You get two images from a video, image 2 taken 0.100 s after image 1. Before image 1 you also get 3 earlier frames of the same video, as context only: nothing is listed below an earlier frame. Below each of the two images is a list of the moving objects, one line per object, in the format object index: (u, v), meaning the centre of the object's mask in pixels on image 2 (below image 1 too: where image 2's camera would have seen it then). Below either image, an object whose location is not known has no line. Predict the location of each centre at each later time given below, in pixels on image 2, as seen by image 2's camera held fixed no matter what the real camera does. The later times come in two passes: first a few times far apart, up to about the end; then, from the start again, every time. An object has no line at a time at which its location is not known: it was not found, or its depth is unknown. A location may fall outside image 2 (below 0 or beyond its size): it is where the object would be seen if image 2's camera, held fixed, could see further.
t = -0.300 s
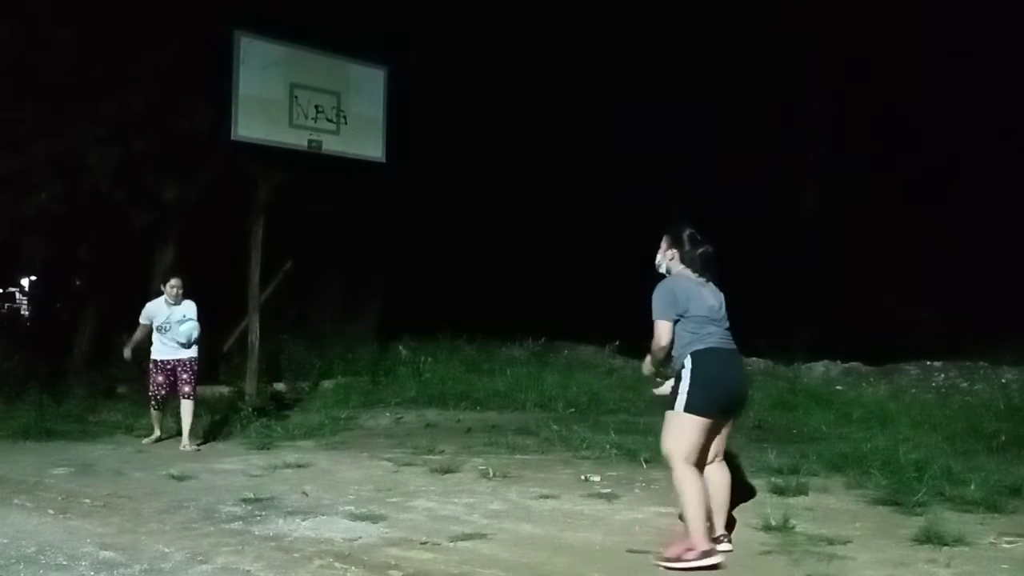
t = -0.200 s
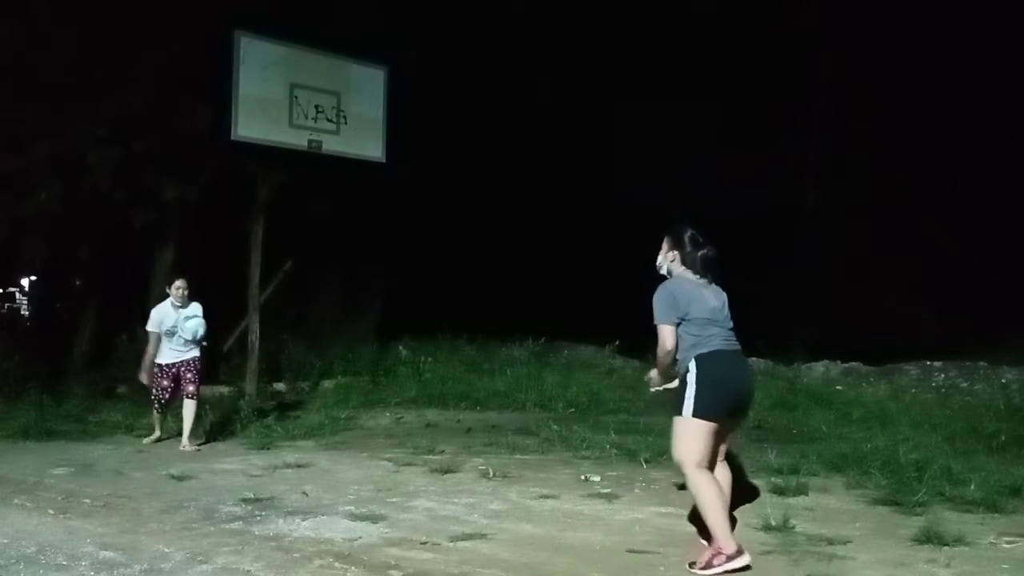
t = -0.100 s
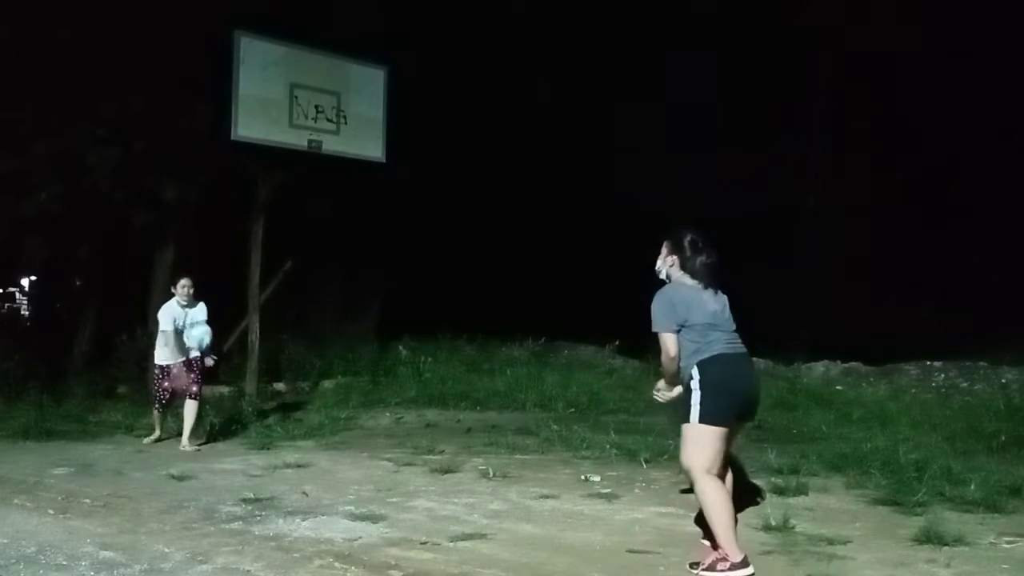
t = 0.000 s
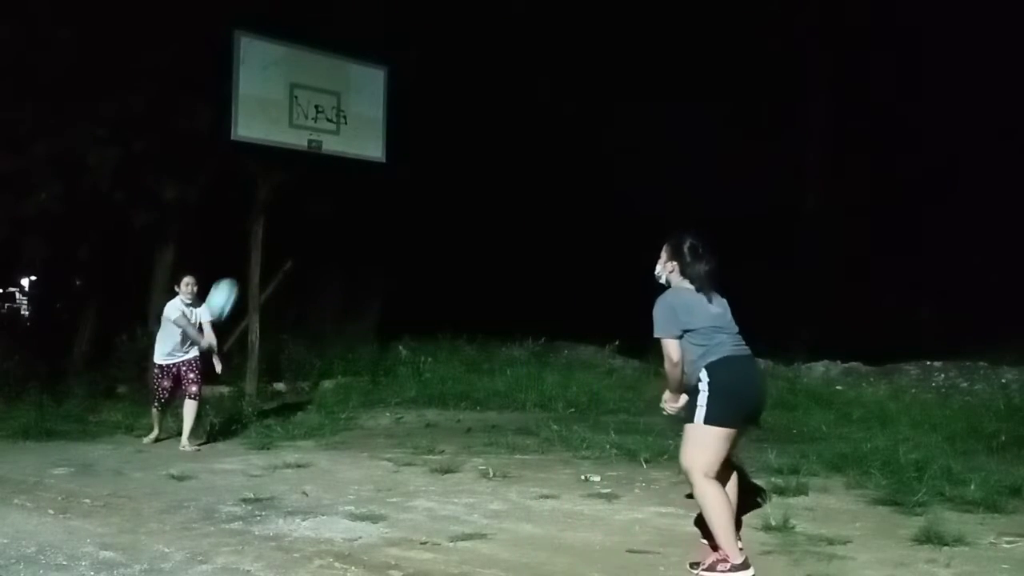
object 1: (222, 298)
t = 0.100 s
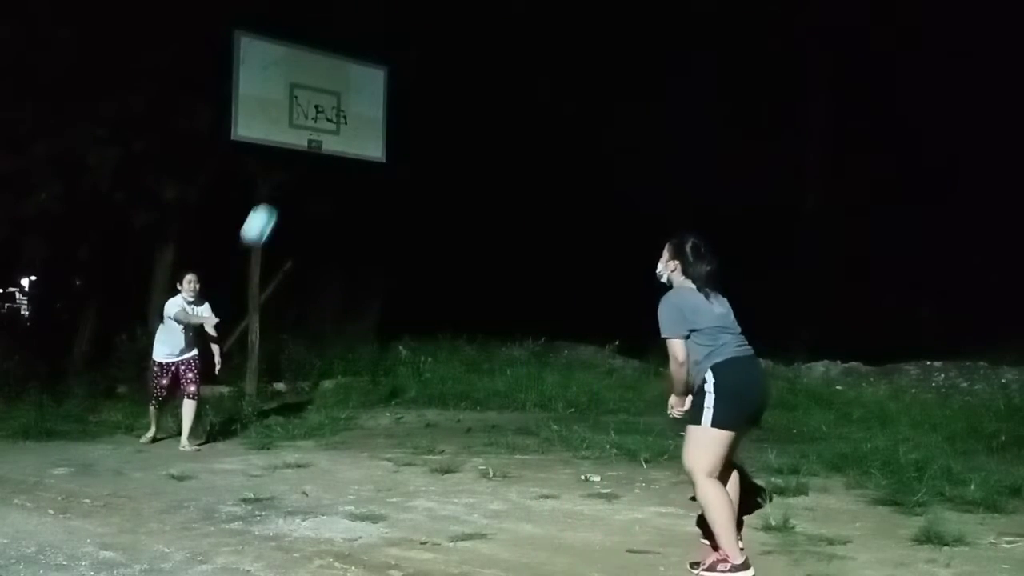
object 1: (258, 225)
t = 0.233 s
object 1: (312, 140)
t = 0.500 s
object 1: (425, 23)
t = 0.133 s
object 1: (272, 202)
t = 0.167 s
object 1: (285, 180)
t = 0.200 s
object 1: (299, 159)
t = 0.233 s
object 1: (312, 140)
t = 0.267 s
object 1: (325, 122)
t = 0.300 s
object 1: (339, 103)
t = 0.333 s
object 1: (353, 86)
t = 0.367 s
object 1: (367, 71)
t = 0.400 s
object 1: (381, 57)
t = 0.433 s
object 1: (395, 44)
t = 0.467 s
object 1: (410, 33)
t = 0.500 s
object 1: (425, 23)
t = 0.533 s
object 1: (440, 15)
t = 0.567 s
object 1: (454, 11)
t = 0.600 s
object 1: (470, 9)
